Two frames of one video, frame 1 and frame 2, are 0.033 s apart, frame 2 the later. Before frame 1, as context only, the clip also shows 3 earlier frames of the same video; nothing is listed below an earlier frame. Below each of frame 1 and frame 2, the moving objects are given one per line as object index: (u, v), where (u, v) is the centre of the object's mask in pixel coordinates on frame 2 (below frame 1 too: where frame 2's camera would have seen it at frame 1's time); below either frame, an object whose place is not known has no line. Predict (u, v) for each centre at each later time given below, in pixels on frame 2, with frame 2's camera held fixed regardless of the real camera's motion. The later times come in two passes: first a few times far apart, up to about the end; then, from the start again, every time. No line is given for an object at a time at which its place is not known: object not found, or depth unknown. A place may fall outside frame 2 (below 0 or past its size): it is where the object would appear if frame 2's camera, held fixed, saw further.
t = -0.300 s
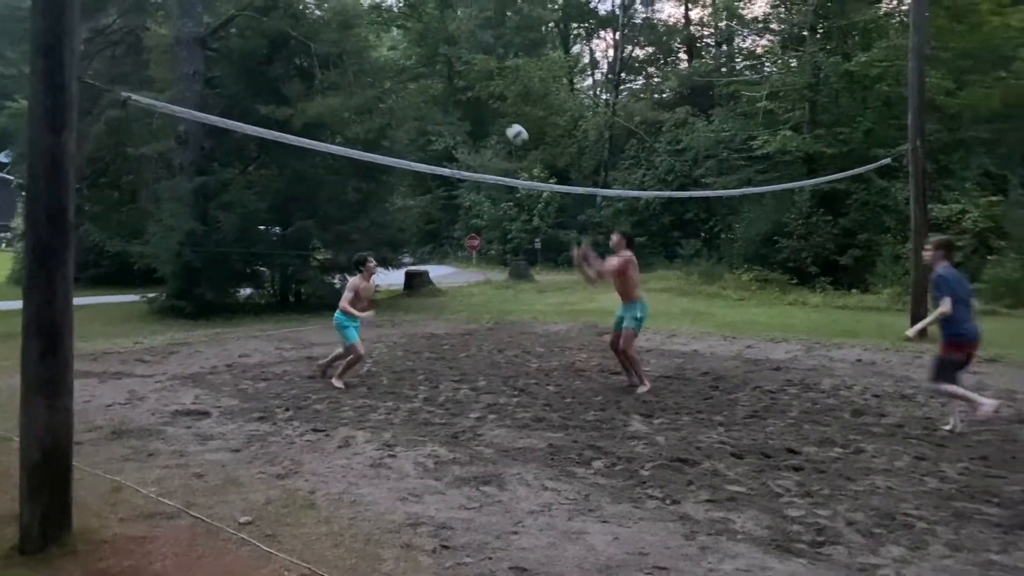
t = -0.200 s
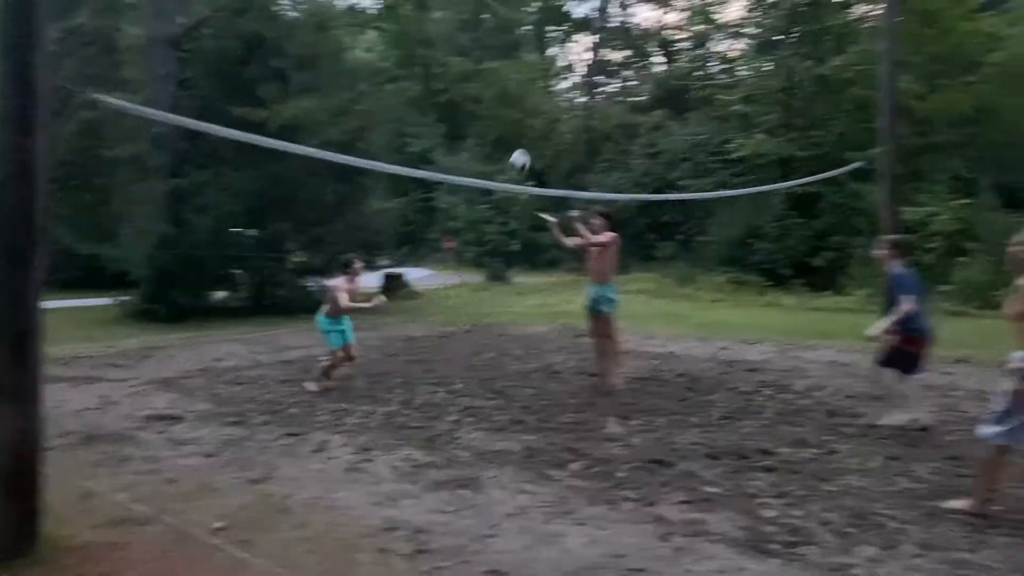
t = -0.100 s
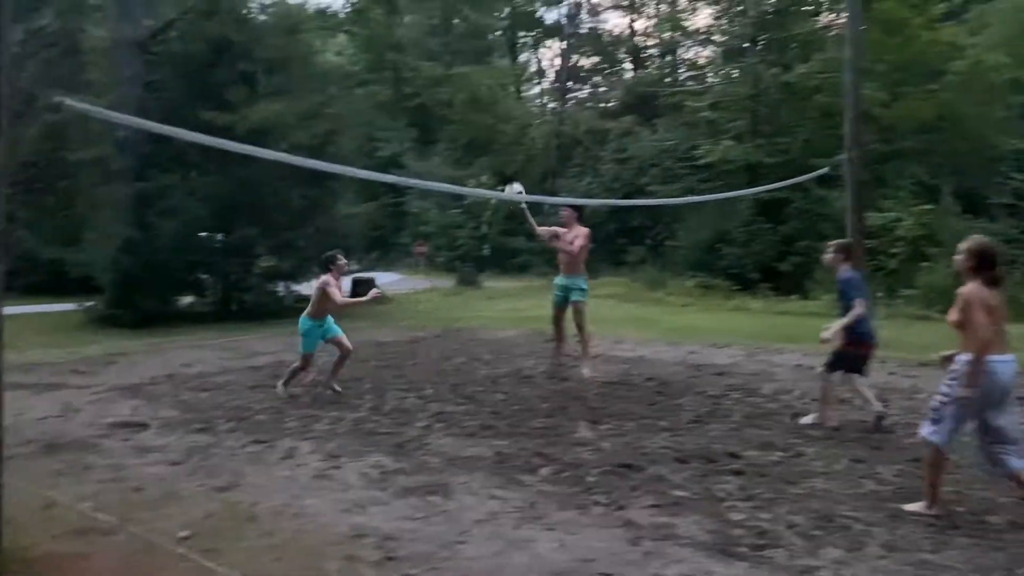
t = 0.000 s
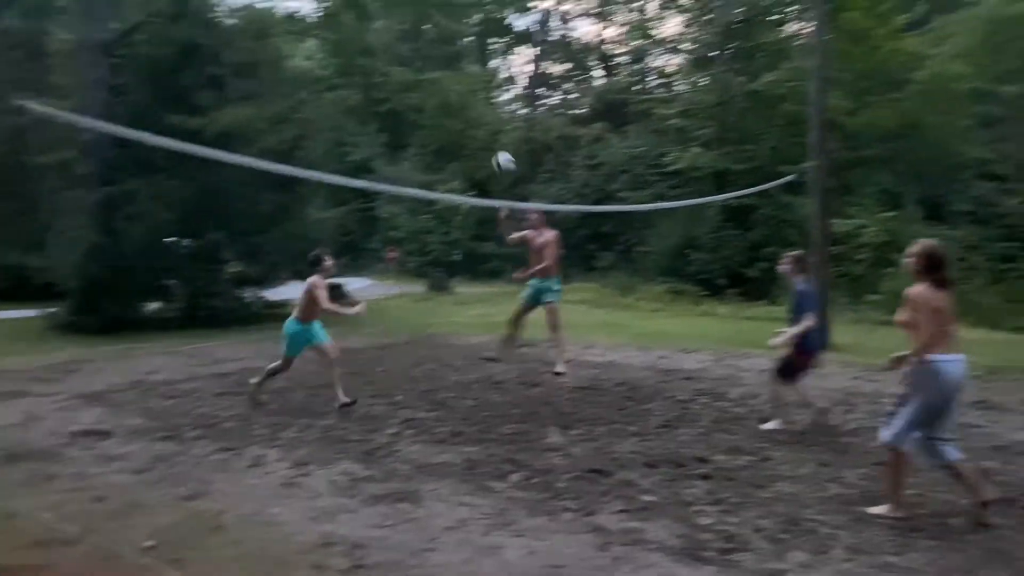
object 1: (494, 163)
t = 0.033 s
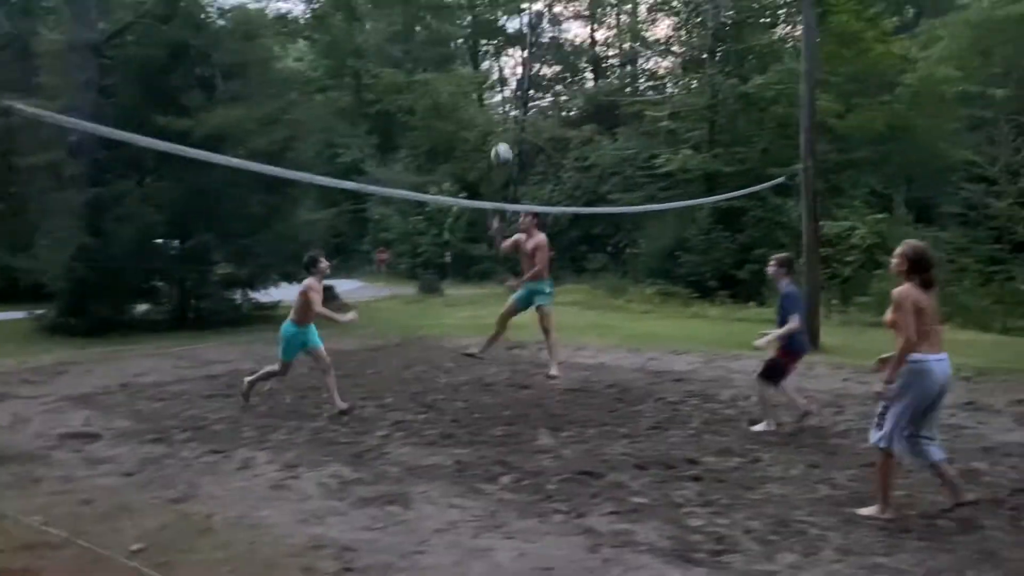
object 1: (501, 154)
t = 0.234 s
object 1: (543, 111)
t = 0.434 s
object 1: (590, 109)
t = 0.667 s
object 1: (649, 163)
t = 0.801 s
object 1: (685, 226)
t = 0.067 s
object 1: (508, 143)
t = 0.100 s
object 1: (515, 133)
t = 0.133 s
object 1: (522, 126)
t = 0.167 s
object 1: (529, 118)
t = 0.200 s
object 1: (536, 115)
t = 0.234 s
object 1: (543, 111)
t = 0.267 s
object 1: (550, 106)
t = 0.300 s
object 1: (559, 104)
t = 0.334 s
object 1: (566, 105)
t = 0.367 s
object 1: (575, 105)
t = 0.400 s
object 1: (582, 106)
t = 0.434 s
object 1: (590, 109)
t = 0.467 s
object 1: (598, 112)
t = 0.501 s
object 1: (607, 117)
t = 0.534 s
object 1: (616, 124)
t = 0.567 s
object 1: (624, 132)
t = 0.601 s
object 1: (632, 140)
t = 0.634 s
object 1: (641, 150)
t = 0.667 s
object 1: (649, 163)
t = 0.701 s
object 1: (658, 177)
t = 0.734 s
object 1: (667, 193)
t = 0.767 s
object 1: (676, 209)
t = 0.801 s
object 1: (685, 226)
